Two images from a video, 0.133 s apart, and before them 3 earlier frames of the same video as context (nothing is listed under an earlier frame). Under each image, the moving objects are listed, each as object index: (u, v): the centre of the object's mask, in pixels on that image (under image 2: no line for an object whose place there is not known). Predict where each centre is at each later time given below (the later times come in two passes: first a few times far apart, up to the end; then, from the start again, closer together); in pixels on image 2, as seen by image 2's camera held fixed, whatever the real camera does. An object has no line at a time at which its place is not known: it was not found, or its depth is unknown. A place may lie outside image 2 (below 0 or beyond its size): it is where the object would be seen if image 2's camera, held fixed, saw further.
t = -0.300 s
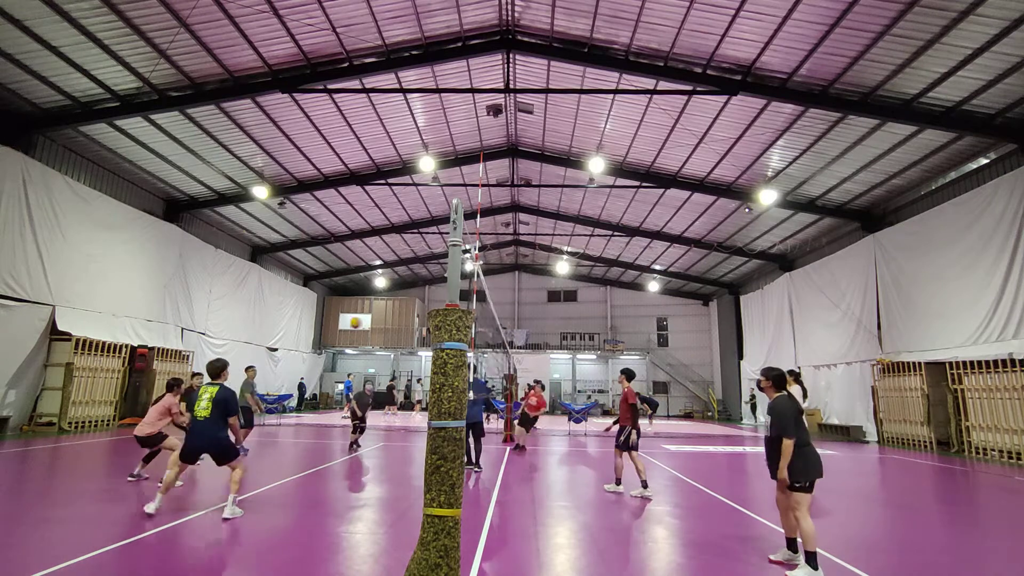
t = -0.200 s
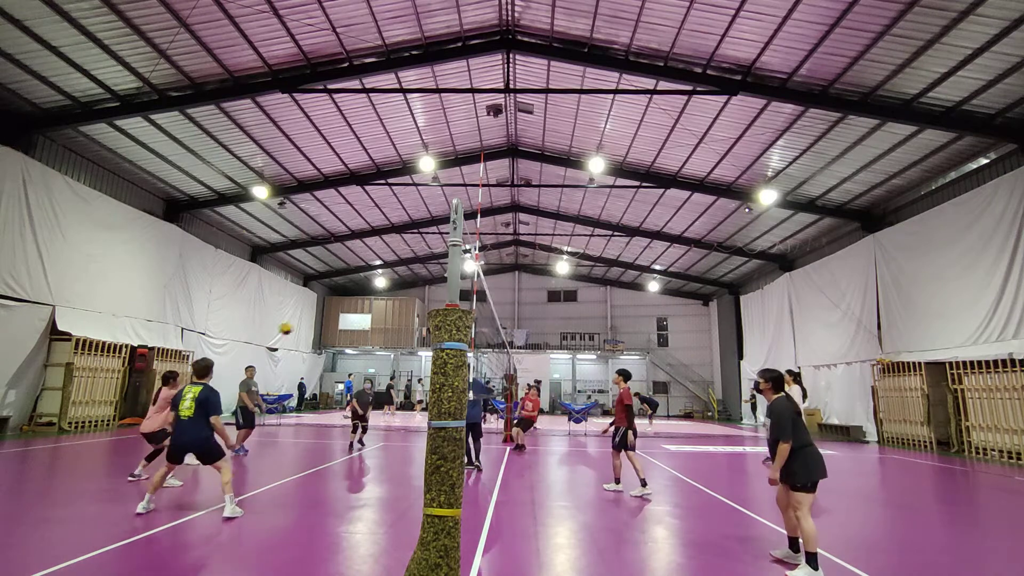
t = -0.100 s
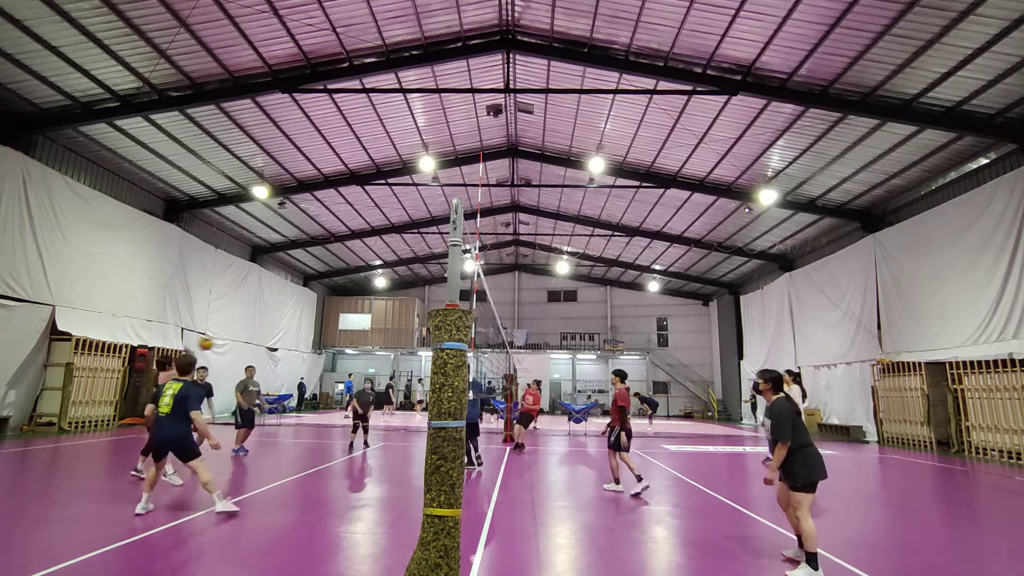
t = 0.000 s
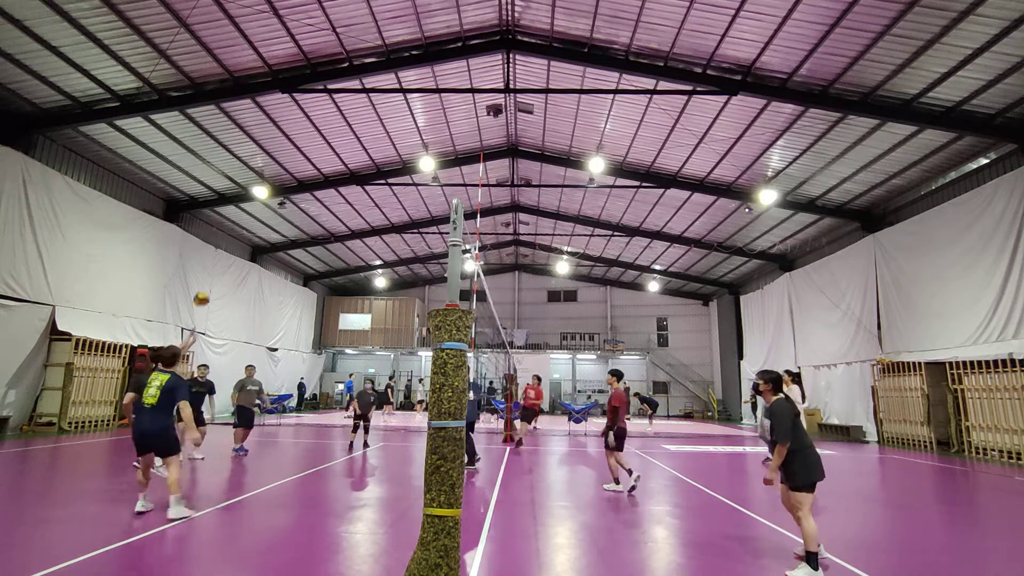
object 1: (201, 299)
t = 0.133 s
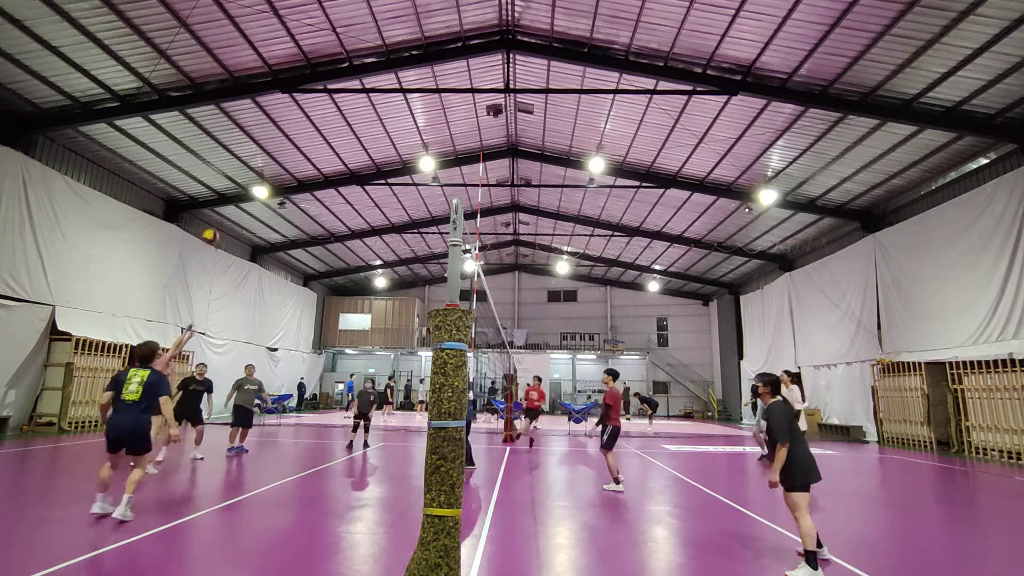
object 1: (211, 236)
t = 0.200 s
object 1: (214, 211)
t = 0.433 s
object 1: (223, 144)
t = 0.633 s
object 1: (228, 114)
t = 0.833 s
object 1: (229, 108)
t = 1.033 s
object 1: (225, 129)
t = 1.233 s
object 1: (220, 183)
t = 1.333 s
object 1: (214, 222)
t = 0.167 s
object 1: (213, 223)
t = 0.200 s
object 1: (214, 211)
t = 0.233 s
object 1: (216, 199)
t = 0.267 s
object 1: (217, 189)
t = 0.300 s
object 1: (219, 178)
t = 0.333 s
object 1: (220, 168)
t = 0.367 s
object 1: (220, 160)
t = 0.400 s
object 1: (222, 152)
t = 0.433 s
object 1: (223, 144)
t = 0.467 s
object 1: (223, 137)
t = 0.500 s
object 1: (225, 132)
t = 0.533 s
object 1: (226, 126)
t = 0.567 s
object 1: (227, 122)
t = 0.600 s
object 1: (227, 117)
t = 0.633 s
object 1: (228, 114)
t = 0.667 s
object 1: (228, 111)
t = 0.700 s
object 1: (229, 109)
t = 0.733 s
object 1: (229, 108)
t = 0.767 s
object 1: (229, 108)
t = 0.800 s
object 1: (229, 108)
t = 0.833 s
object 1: (229, 108)
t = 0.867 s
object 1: (228, 110)
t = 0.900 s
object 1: (228, 112)
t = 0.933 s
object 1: (228, 115)
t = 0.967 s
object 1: (227, 119)
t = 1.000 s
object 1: (227, 124)
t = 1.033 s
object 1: (225, 129)
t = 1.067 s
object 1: (225, 136)
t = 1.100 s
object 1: (223, 144)
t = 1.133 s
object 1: (224, 153)
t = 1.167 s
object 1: (222, 162)
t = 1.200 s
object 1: (221, 172)
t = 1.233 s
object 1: (220, 183)
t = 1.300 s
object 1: (215, 207)
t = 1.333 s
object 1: (214, 222)
